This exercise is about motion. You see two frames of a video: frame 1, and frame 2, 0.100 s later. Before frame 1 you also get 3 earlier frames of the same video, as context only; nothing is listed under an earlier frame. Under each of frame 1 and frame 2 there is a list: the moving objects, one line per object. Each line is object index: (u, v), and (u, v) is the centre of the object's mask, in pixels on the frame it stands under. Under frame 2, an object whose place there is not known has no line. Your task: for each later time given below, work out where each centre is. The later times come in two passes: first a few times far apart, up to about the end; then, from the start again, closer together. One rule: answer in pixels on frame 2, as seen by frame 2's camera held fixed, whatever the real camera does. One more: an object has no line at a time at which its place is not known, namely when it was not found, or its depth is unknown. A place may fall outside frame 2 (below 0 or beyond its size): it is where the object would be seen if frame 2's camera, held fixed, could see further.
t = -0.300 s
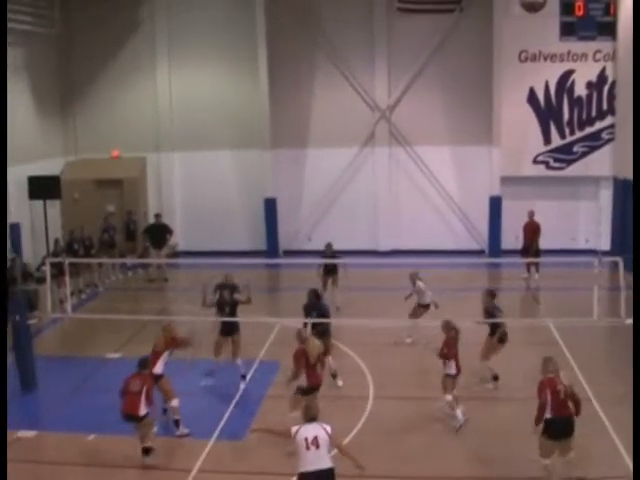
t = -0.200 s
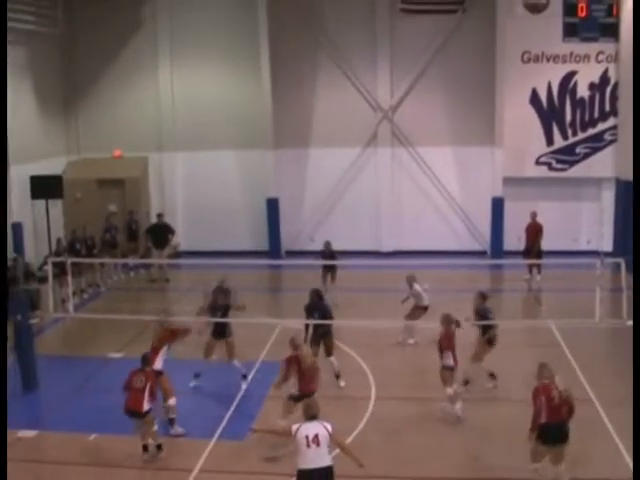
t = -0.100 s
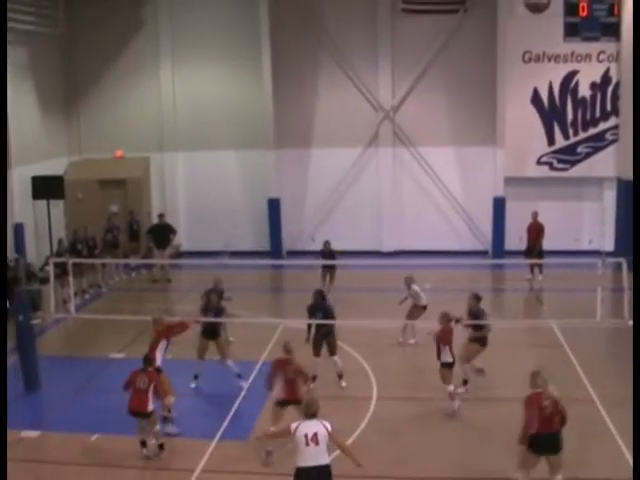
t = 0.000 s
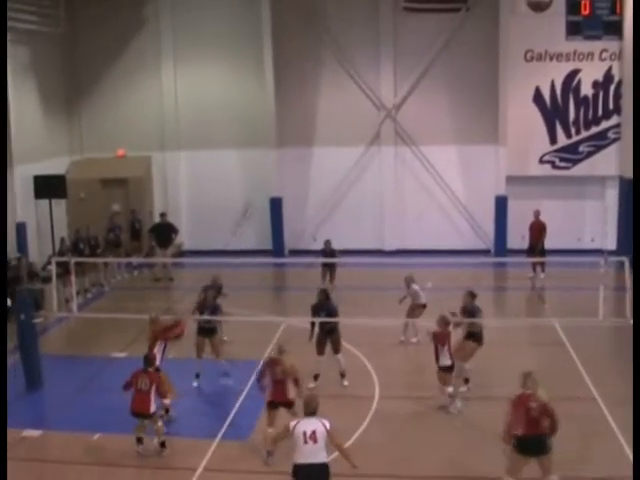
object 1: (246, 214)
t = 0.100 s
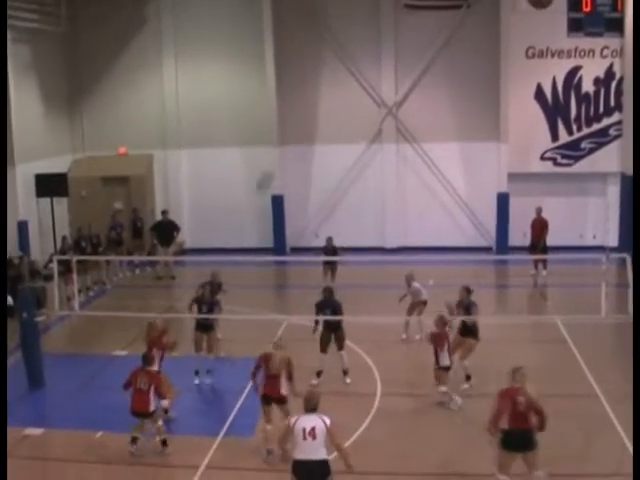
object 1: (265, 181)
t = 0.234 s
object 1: (290, 154)
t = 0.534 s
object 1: (346, 132)
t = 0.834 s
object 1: (401, 173)
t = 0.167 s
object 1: (277, 165)
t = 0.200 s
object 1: (283, 159)
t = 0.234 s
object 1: (290, 154)
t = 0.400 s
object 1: (321, 133)
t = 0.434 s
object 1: (328, 132)
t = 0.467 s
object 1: (334, 131)
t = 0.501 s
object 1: (340, 131)
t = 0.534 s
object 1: (346, 132)
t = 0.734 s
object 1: (383, 152)
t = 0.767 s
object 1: (389, 159)
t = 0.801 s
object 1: (395, 165)
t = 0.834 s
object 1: (401, 173)
